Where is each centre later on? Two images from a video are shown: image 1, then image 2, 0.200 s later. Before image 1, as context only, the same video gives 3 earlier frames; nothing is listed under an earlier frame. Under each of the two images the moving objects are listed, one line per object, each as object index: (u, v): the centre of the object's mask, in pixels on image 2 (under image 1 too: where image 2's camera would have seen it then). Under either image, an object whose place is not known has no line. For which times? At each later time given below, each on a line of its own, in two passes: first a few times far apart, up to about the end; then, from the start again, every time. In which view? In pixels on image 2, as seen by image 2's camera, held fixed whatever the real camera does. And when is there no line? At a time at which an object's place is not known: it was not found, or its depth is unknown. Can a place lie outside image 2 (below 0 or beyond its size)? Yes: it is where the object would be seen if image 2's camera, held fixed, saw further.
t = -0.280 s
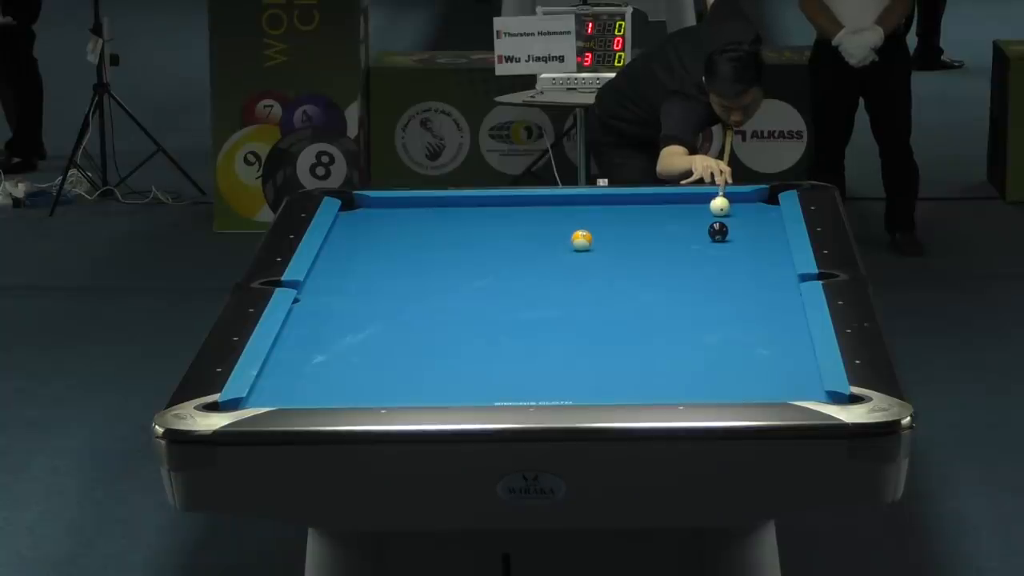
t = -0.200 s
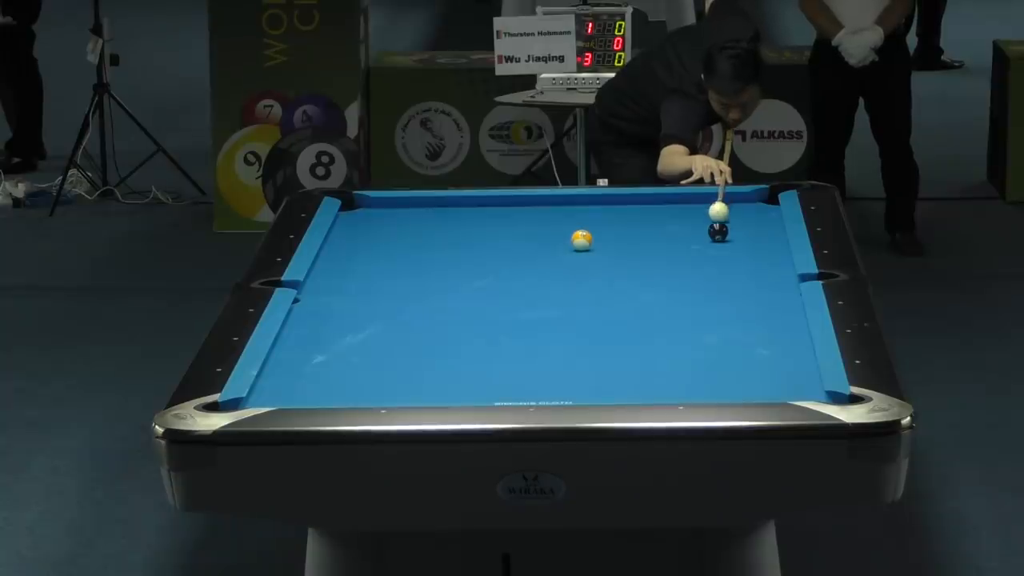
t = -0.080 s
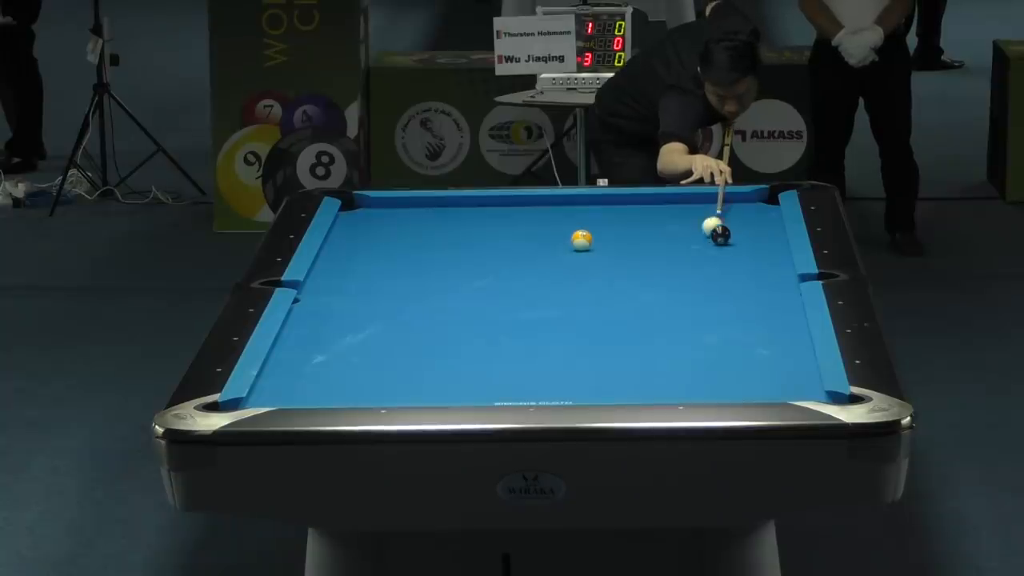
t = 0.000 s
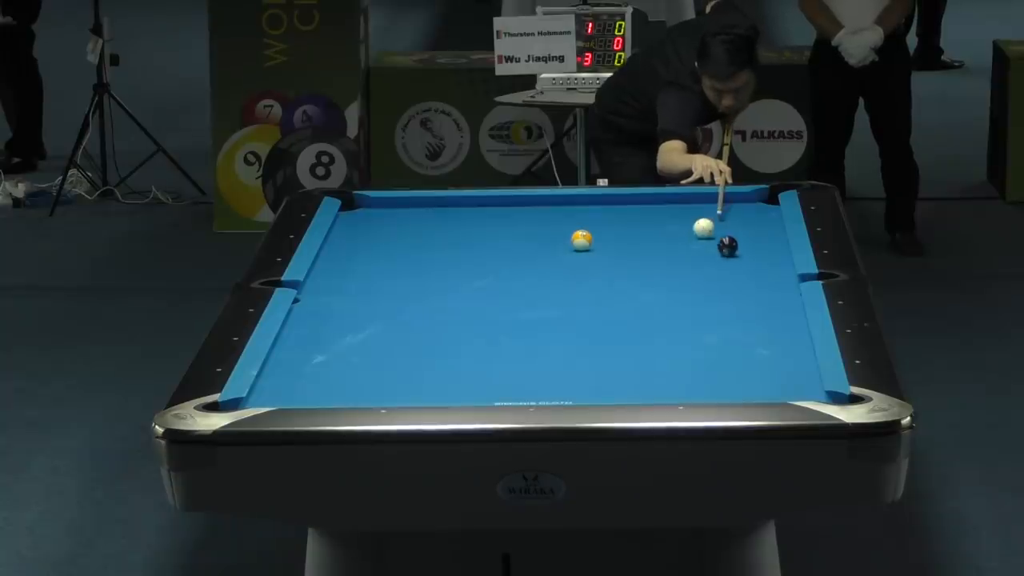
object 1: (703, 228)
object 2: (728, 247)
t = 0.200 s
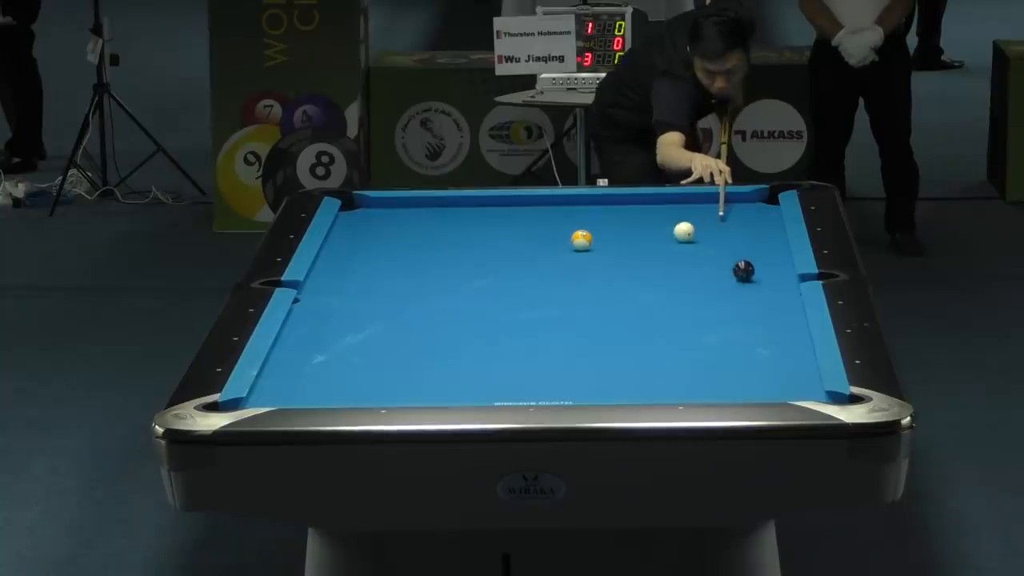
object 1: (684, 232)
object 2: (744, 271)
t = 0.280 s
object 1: (676, 233)
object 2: (750, 280)
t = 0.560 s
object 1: (651, 238)
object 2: (771, 312)
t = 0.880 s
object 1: (624, 243)
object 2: (798, 353)
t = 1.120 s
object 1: (604, 247)
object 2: (804, 384)
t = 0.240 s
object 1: (680, 232)
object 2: (747, 276)
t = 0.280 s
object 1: (676, 233)
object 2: (750, 280)
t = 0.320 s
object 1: (673, 234)
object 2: (753, 285)
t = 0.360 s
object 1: (669, 234)
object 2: (755, 289)
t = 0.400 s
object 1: (665, 235)
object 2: (759, 294)
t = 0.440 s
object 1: (662, 236)
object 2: (762, 298)
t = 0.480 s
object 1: (658, 237)
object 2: (765, 303)
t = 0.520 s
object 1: (654, 237)
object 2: (768, 308)
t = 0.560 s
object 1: (651, 238)
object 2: (771, 312)
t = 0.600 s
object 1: (647, 239)
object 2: (774, 317)
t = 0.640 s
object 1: (644, 239)
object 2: (778, 322)
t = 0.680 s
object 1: (640, 240)
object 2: (781, 327)
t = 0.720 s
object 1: (637, 241)
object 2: (784, 332)
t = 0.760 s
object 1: (634, 241)
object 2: (788, 337)
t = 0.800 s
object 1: (630, 242)
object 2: (791, 342)
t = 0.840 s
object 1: (627, 243)
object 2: (794, 347)
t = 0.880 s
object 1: (624, 243)
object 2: (798, 353)
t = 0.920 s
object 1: (620, 244)
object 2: (802, 358)
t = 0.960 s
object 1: (617, 245)
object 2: (805, 363)
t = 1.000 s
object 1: (614, 245)
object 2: (805, 368)
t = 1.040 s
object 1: (611, 245)
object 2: (805, 373)
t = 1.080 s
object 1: (608, 246)
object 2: (804, 378)
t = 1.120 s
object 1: (604, 247)
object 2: (804, 384)
